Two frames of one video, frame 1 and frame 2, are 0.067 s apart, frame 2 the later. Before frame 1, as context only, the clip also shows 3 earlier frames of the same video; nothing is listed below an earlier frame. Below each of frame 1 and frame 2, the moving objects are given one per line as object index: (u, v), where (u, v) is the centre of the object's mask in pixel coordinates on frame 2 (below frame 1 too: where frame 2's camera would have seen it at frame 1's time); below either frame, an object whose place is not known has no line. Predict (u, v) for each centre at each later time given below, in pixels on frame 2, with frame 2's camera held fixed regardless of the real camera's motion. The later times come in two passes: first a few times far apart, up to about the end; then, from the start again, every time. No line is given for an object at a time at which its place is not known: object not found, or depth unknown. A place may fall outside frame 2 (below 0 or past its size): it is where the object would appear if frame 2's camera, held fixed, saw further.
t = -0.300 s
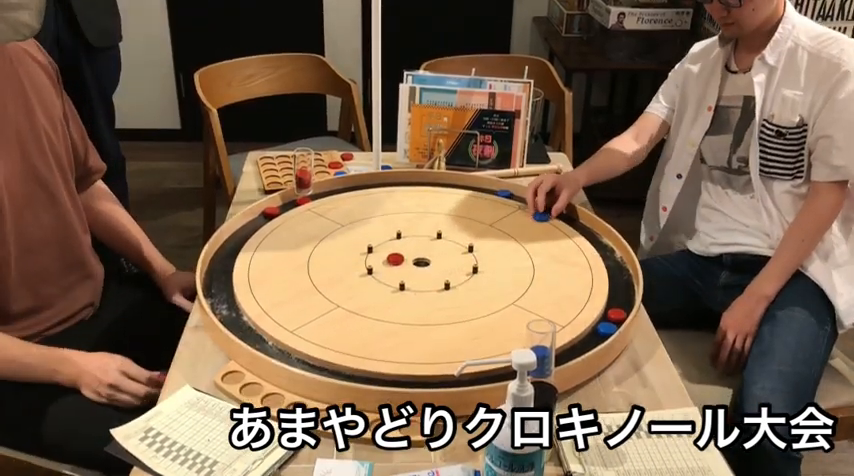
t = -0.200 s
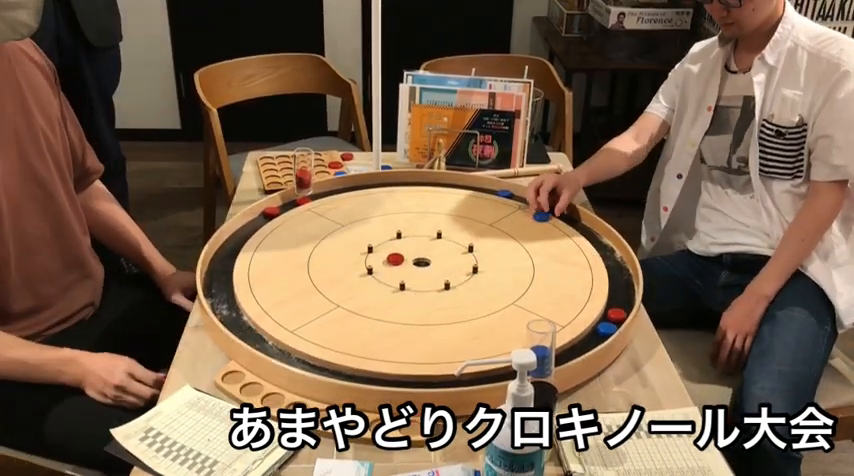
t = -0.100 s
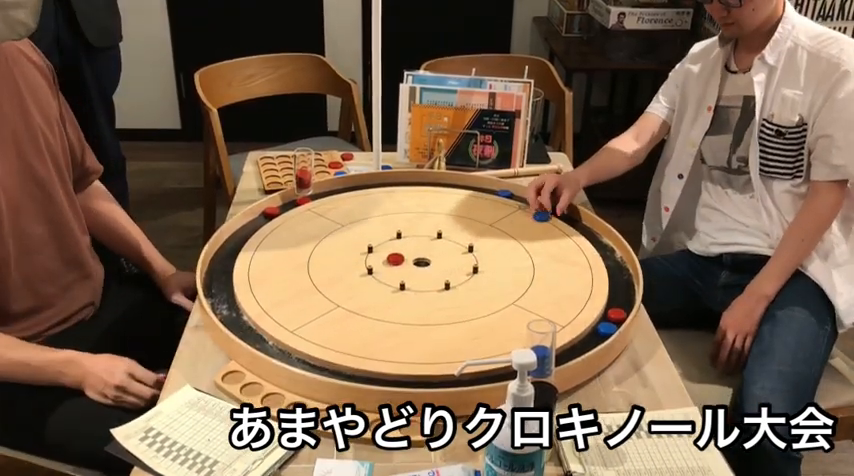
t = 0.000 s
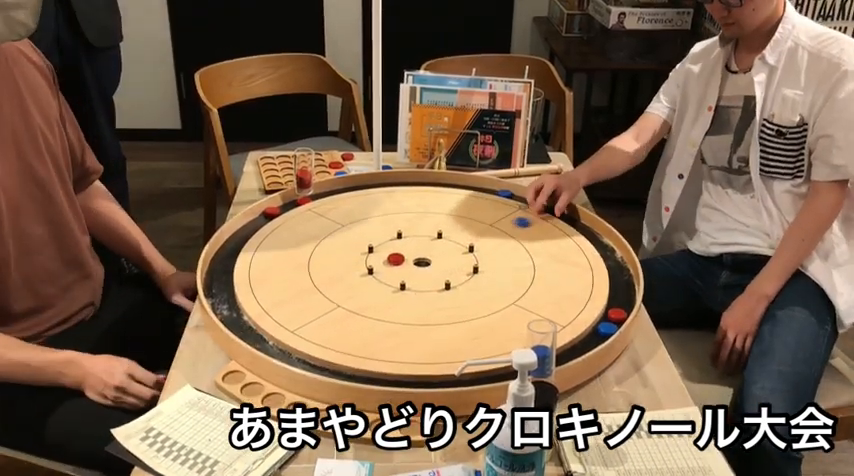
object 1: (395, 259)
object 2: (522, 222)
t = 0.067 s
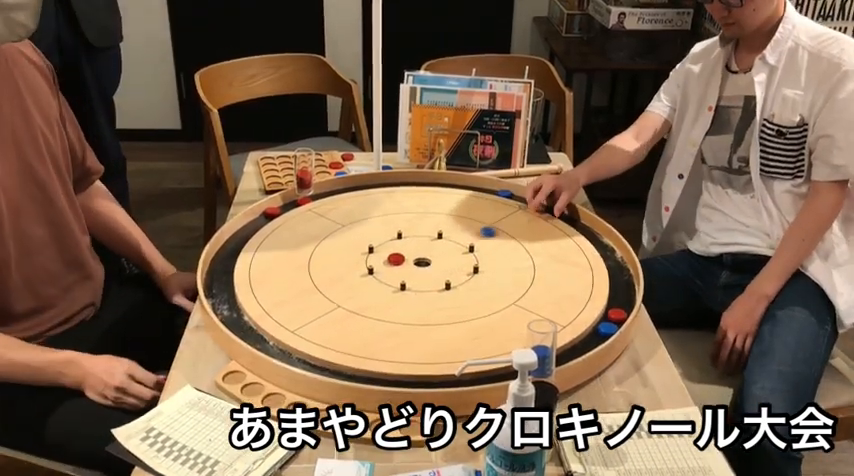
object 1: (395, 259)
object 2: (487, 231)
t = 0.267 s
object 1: (376, 264)
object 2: (406, 254)
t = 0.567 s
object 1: (435, 251)
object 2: (399, 263)
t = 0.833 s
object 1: (480, 259)
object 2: (396, 274)
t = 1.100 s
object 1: (495, 260)
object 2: (396, 274)
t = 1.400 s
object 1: (496, 260)
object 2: (396, 274)
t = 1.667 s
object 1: (495, 261)
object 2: (396, 274)
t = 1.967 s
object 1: (495, 261)
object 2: (396, 274)
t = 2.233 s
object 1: (495, 261)
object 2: (396, 274)
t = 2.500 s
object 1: (495, 261)
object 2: (396, 274)
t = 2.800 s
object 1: (495, 261)
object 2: (396, 274)
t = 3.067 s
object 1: (495, 261)
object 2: (396, 274)
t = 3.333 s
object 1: (495, 261)
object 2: (396, 274)
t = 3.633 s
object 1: (495, 261)
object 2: (396, 274)
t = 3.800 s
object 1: (495, 261)
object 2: (397, 274)
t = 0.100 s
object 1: (395, 259)
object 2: (471, 236)
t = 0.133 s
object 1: (395, 259)
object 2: (454, 241)
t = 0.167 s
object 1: (395, 259)
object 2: (436, 246)
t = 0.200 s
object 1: (395, 259)
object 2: (418, 251)
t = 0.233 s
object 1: (388, 261)
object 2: (409, 254)
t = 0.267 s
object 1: (376, 264)
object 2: (406, 254)
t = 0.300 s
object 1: (378, 258)
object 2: (404, 254)
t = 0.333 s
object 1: (381, 251)
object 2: (403, 254)
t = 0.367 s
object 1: (388, 246)
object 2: (402, 254)
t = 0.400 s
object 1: (393, 243)
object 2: (402, 254)
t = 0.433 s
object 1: (402, 243)
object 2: (402, 254)
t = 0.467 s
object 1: (411, 246)
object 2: (401, 256)
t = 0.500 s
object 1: (419, 248)
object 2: (400, 258)
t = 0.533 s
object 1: (427, 249)
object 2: (399, 261)
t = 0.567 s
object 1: (435, 251)
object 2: (399, 263)
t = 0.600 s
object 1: (442, 252)
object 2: (398, 266)
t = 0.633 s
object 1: (448, 253)
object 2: (397, 268)
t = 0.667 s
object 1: (455, 254)
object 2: (397, 270)
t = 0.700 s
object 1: (461, 255)
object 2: (397, 271)
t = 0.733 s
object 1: (466, 257)
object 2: (396, 272)
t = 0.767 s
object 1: (471, 257)
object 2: (396, 273)
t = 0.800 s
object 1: (476, 258)
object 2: (396, 274)
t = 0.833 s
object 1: (480, 259)
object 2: (396, 274)
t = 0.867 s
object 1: (484, 259)
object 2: (396, 274)
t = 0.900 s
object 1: (487, 259)
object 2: (396, 274)
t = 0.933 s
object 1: (489, 260)
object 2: (396, 274)
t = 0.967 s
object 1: (491, 260)
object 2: (396, 274)
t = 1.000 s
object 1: (493, 260)
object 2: (396, 274)
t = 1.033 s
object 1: (494, 261)
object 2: (396, 274)
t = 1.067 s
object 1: (495, 260)
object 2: (396, 274)
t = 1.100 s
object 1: (495, 260)
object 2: (396, 274)
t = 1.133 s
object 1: (496, 260)
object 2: (396, 274)
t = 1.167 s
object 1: (496, 260)
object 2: (396, 274)
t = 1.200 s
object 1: (496, 260)
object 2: (396, 274)
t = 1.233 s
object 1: (496, 261)
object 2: (396, 274)
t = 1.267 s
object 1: (496, 261)
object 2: (396, 274)
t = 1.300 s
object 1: (496, 260)
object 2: (396, 274)
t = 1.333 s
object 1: (496, 260)
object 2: (396, 274)
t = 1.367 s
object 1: (496, 260)
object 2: (396, 274)
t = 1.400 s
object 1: (496, 260)
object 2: (396, 274)
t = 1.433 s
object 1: (496, 261)
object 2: (396, 274)
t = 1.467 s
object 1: (496, 261)
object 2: (396, 274)
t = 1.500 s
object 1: (496, 261)
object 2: (396, 274)
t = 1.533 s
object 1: (496, 261)
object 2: (396, 274)
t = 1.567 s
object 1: (496, 261)
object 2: (396, 274)
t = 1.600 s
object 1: (495, 261)
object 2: (396, 274)
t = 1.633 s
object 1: (495, 261)
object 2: (396, 274)
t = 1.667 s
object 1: (495, 261)
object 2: (396, 274)
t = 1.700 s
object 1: (495, 261)
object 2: (396, 274)
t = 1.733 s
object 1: (495, 261)
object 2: (396, 274)
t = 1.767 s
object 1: (495, 261)
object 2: (396, 274)
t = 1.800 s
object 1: (495, 261)
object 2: (396, 274)
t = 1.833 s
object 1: (495, 261)
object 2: (396, 274)
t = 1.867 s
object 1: (495, 261)
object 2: (396, 274)
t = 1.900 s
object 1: (495, 261)
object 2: (396, 274)
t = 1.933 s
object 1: (495, 261)
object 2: (396, 274)
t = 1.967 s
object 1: (495, 261)
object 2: (396, 274)
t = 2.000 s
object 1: (495, 261)
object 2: (397, 274)
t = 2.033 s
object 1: (495, 261)
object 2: (396, 274)
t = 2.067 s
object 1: (495, 261)
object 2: (396, 274)
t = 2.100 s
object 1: (495, 261)
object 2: (396, 274)
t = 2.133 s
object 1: (495, 261)
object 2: (396, 274)
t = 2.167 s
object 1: (495, 261)
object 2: (396, 274)
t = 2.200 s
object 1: (495, 261)
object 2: (396, 274)
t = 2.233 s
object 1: (495, 261)
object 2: (396, 274)
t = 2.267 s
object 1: (495, 261)
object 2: (396, 274)
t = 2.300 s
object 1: (495, 261)
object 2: (396, 274)
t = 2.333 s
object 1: (495, 261)
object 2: (396, 274)
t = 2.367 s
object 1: (495, 261)
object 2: (396, 275)
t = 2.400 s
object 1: (495, 261)
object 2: (396, 274)
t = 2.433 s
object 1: (495, 261)
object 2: (396, 274)
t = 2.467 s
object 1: (495, 261)
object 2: (396, 274)
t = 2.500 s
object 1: (495, 261)
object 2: (396, 274)
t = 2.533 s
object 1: (495, 261)
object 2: (396, 274)
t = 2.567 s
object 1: (495, 261)
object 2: (396, 274)
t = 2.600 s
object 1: (495, 261)
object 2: (396, 274)
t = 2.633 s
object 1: (495, 261)
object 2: (396, 275)
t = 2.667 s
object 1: (495, 261)
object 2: (396, 274)
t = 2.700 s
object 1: (495, 261)
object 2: (396, 274)
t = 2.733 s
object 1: (495, 261)
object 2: (396, 274)
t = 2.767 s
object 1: (495, 261)
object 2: (396, 274)
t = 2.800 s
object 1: (495, 261)
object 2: (396, 274)
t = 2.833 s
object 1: (495, 261)
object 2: (396, 274)
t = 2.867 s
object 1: (495, 261)
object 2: (396, 274)
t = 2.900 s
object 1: (495, 261)
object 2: (396, 274)
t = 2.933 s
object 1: (495, 261)
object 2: (396, 274)
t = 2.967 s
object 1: (495, 261)
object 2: (396, 274)
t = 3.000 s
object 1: (495, 261)
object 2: (396, 274)
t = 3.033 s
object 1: (495, 261)
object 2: (396, 274)
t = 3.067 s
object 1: (495, 261)
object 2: (396, 274)
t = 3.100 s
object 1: (495, 261)
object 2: (396, 274)
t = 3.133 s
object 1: (495, 261)
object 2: (396, 274)
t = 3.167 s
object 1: (495, 261)
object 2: (396, 274)
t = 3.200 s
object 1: (495, 261)
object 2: (396, 274)
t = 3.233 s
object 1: (495, 261)
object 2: (396, 274)
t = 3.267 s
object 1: (495, 261)
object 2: (396, 274)
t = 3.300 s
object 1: (495, 261)
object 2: (396, 274)
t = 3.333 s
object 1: (495, 261)
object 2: (396, 274)
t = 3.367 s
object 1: (495, 261)
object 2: (396, 274)
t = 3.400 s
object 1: (495, 261)
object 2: (396, 274)
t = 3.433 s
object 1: (495, 261)
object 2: (396, 274)
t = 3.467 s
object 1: (495, 261)
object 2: (396, 274)
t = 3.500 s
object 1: (495, 261)
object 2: (397, 274)
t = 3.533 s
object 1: (495, 261)
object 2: (396, 274)
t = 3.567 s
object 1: (495, 261)
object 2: (396, 274)
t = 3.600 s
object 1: (495, 261)
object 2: (396, 274)
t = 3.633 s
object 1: (495, 261)
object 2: (396, 274)
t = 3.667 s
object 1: (495, 261)
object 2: (396, 274)
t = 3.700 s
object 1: (495, 261)
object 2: (396, 274)
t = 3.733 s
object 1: (495, 261)
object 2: (396, 274)
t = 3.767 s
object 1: (495, 261)
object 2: (397, 274)
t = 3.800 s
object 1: (495, 261)
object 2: (397, 274)
